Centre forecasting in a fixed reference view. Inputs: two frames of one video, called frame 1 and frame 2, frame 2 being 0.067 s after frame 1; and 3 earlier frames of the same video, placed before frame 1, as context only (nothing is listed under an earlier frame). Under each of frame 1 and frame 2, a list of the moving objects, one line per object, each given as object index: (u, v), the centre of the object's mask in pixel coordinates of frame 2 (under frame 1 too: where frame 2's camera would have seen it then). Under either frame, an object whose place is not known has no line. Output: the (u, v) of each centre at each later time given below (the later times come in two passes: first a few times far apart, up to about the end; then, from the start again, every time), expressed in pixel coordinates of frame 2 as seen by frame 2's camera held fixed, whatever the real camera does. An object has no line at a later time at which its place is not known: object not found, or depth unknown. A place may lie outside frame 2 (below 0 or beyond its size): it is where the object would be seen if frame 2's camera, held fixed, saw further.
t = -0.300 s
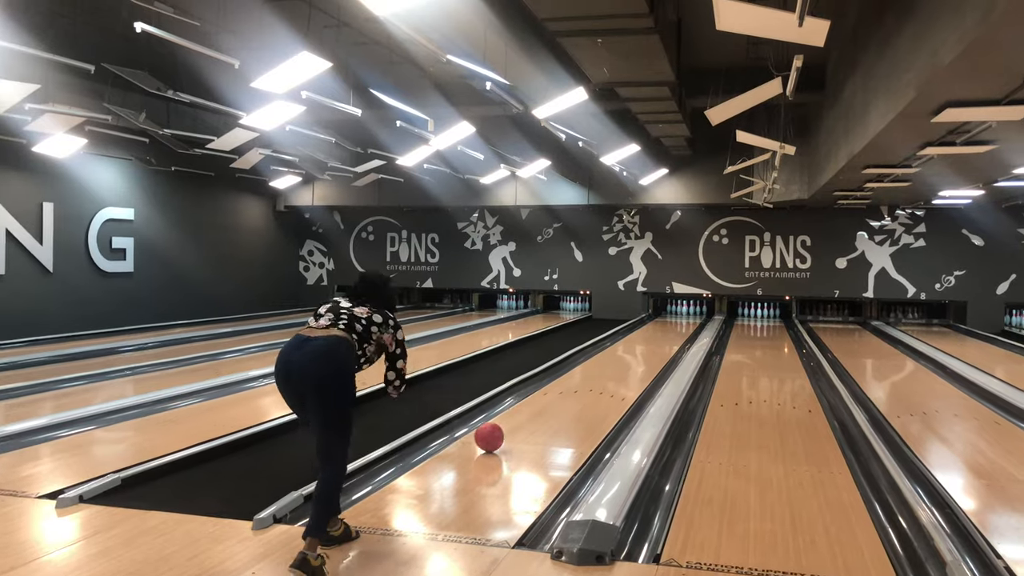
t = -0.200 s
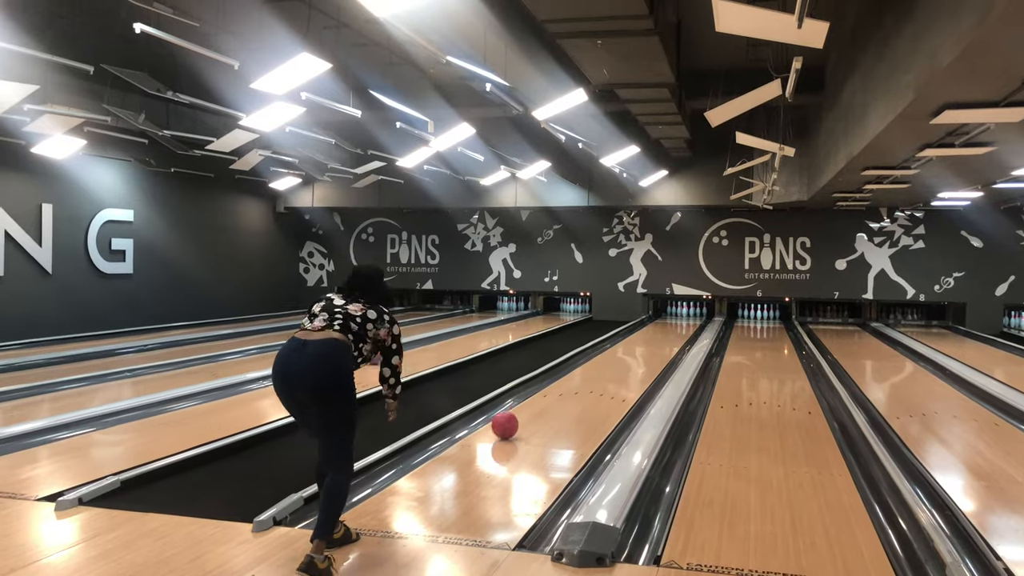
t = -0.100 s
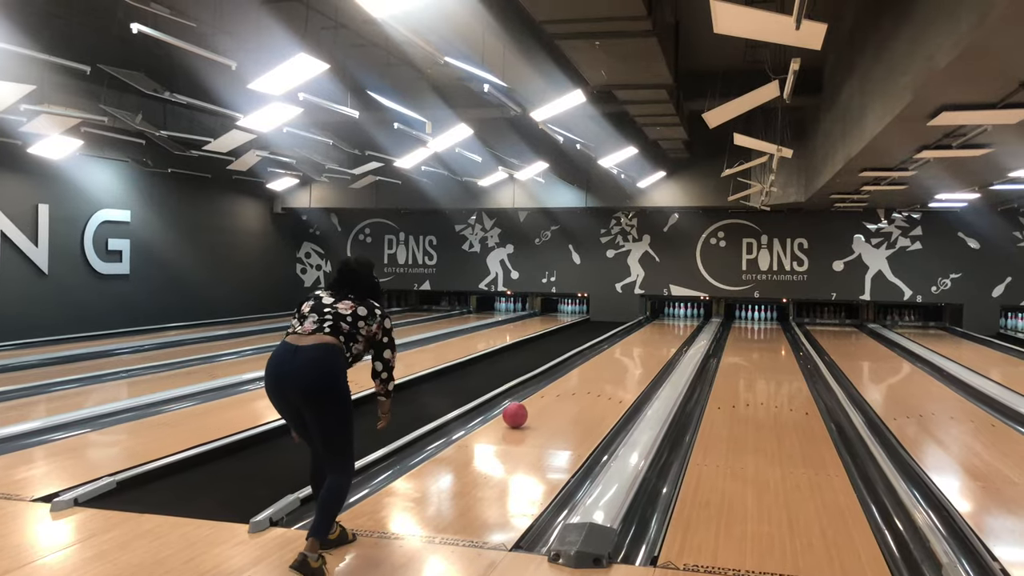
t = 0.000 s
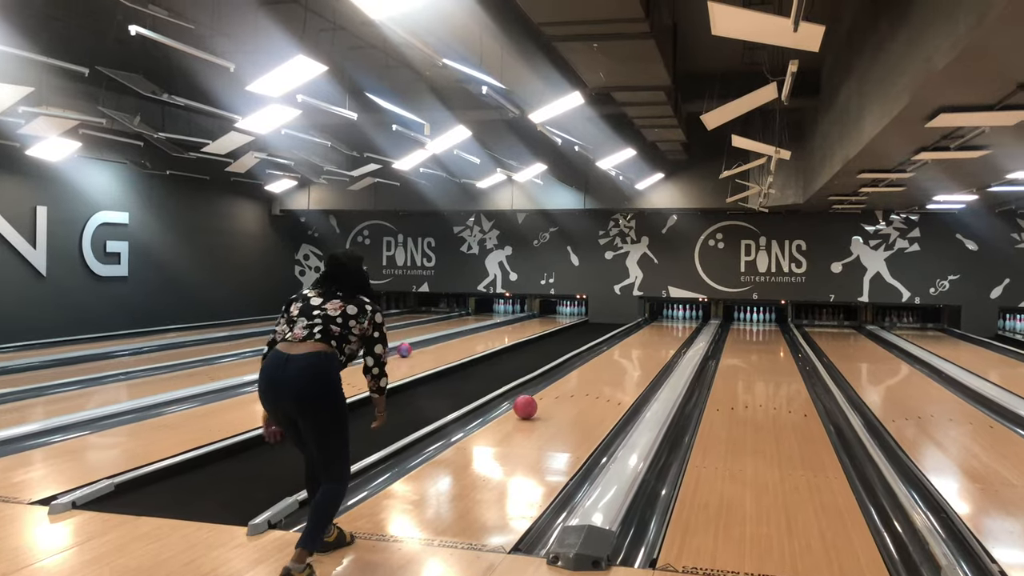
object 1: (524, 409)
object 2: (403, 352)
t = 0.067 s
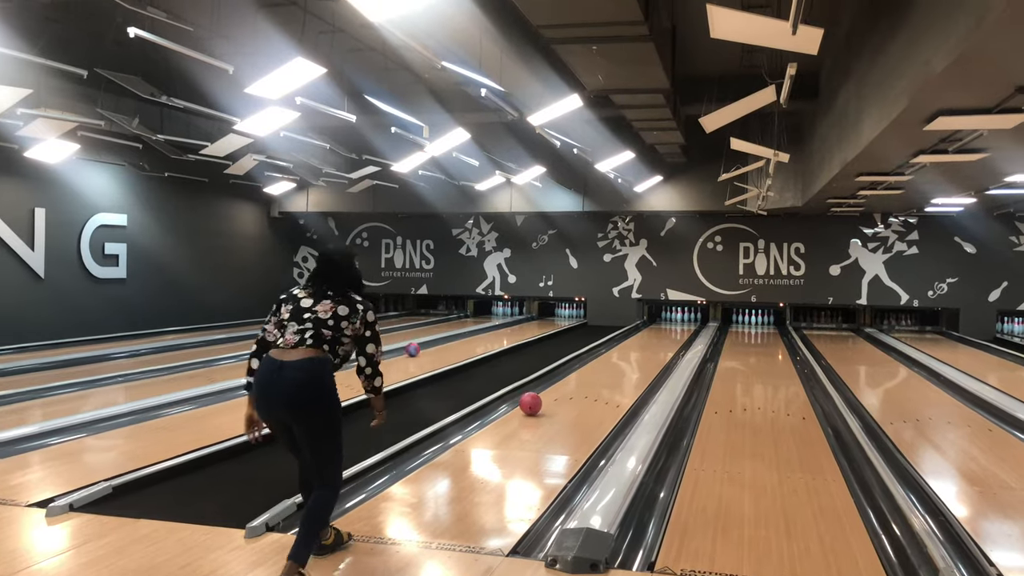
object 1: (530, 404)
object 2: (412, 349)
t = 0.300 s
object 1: (550, 387)
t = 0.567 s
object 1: (566, 372)
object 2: (468, 334)
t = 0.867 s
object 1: (579, 359)
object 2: (490, 327)
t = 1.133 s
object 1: (585, 357)
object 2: (509, 326)
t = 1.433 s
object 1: (599, 349)
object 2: (527, 321)
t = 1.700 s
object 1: (607, 345)
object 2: (537, 319)
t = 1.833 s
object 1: (614, 340)
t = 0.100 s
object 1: (534, 401)
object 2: (416, 348)
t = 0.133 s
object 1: (537, 399)
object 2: (421, 347)
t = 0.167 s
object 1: (539, 396)
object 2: (425, 345)
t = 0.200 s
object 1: (542, 393)
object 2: (430, 344)
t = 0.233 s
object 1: (545, 391)
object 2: (433, 343)
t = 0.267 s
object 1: (547, 389)
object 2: (438, 342)
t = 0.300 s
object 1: (550, 387)
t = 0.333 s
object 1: (552, 385)
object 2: (445, 341)
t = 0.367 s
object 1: (554, 383)
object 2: (449, 340)
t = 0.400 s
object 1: (557, 381)
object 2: (452, 339)
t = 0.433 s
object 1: (558, 379)
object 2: (456, 338)
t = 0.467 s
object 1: (561, 377)
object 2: (459, 337)
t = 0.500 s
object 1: (562, 376)
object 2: (462, 336)
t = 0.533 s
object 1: (564, 374)
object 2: (465, 335)
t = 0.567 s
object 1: (566, 372)
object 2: (468, 334)
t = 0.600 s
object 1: (568, 371)
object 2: (471, 333)
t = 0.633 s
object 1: (569, 369)
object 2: (473, 333)
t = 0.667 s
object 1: (571, 367)
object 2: (476, 332)
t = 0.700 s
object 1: (572, 366)
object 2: (479, 331)
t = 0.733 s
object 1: (574, 364)
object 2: (481, 330)
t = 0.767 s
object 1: (575, 363)
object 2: (483, 329)
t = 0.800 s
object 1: (577, 361)
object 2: (486, 328)
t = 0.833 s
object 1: (578, 360)
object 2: (488, 327)
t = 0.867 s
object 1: (579, 359)
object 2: (490, 327)
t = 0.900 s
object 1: (580, 359)
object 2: (492, 327)
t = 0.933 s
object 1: (581, 358)
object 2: (494, 328)
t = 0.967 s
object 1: (582, 357)
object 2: (496, 327)
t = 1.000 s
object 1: (583, 357)
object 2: (499, 327)
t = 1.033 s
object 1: (584, 357)
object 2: (501, 327)
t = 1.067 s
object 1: (585, 357)
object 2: (504, 327)
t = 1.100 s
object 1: (585, 357)
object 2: (507, 327)
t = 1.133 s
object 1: (585, 357)
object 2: (509, 326)
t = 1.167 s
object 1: (587, 356)
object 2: (511, 326)
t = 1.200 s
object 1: (589, 355)
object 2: (513, 326)
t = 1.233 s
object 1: (591, 354)
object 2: (514, 326)
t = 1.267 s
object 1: (593, 353)
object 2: (517, 325)
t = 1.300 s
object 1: (594, 352)
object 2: (519, 323)
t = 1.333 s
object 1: (596, 351)
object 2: (523, 322)
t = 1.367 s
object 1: (597, 350)
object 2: (524, 321)
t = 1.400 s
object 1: (598, 350)
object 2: (526, 321)
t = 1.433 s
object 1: (599, 349)
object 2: (527, 321)
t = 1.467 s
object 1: (601, 349)
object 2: (528, 321)
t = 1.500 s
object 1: (601, 348)
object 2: (529, 320)
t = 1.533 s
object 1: (602, 347)
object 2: (532, 319)
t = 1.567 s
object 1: (603, 347)
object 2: (532, 319)
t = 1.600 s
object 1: (604, 346)
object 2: (533, 319)
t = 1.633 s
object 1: (605, 345)
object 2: (535, 318)
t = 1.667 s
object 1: (607, 345)
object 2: (536, 318)
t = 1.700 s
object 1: (607, 345)
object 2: (537, 319)
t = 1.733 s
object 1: (609, 345)
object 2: (542, 319)
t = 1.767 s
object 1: (611, 344)
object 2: (542, 320)
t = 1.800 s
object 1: (612, 343)
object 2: (545, 317)
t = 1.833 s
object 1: (614, 340)
